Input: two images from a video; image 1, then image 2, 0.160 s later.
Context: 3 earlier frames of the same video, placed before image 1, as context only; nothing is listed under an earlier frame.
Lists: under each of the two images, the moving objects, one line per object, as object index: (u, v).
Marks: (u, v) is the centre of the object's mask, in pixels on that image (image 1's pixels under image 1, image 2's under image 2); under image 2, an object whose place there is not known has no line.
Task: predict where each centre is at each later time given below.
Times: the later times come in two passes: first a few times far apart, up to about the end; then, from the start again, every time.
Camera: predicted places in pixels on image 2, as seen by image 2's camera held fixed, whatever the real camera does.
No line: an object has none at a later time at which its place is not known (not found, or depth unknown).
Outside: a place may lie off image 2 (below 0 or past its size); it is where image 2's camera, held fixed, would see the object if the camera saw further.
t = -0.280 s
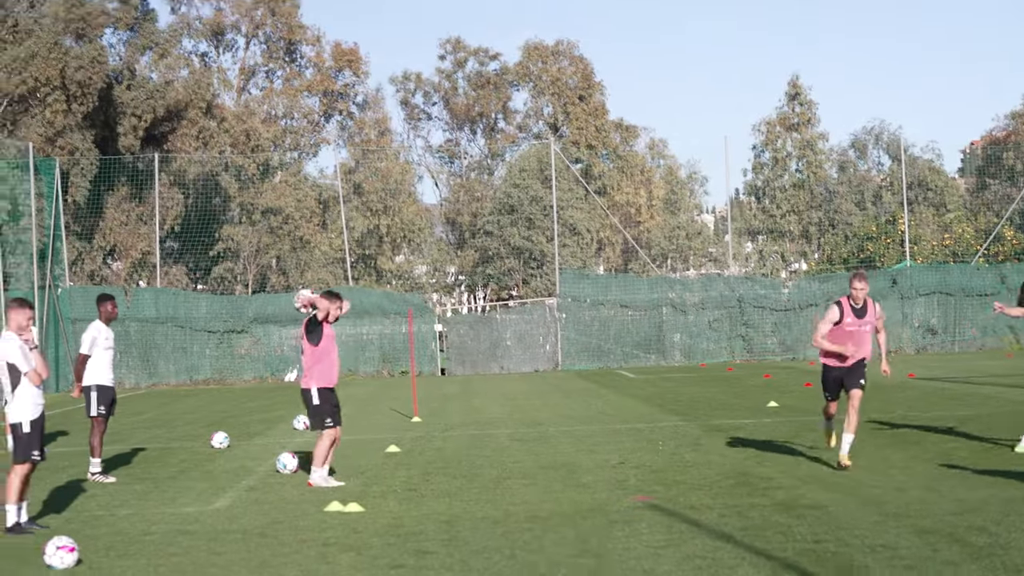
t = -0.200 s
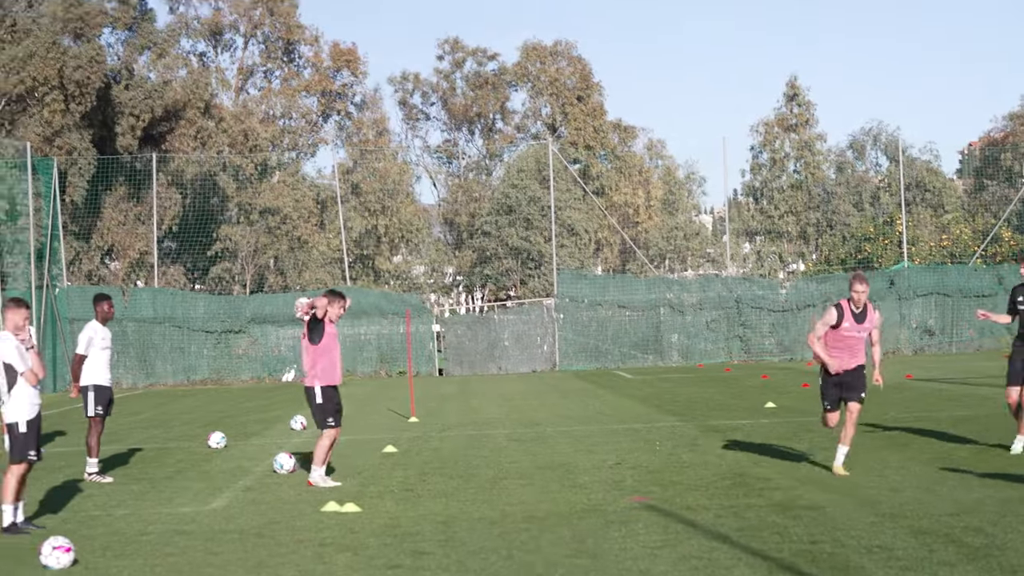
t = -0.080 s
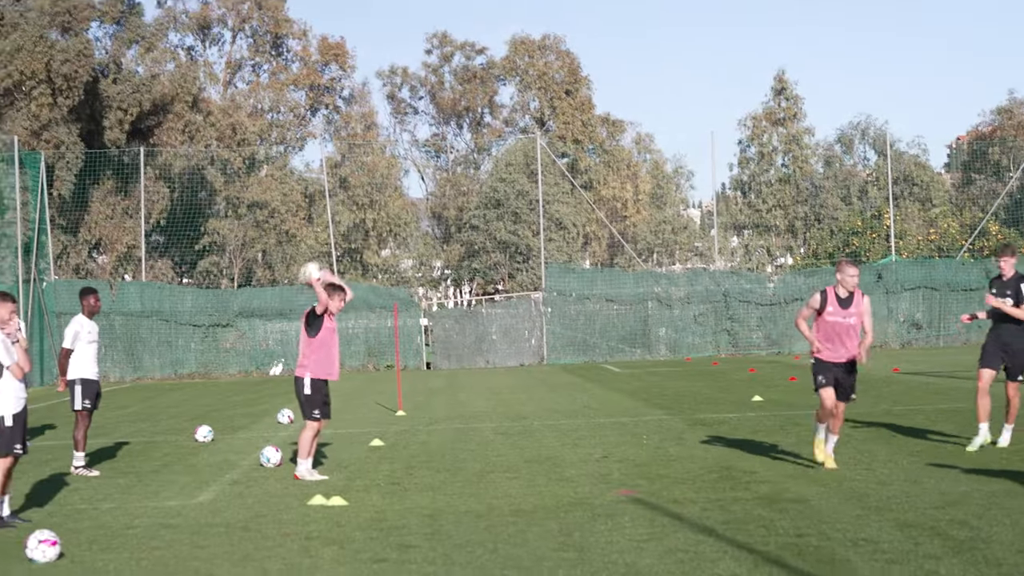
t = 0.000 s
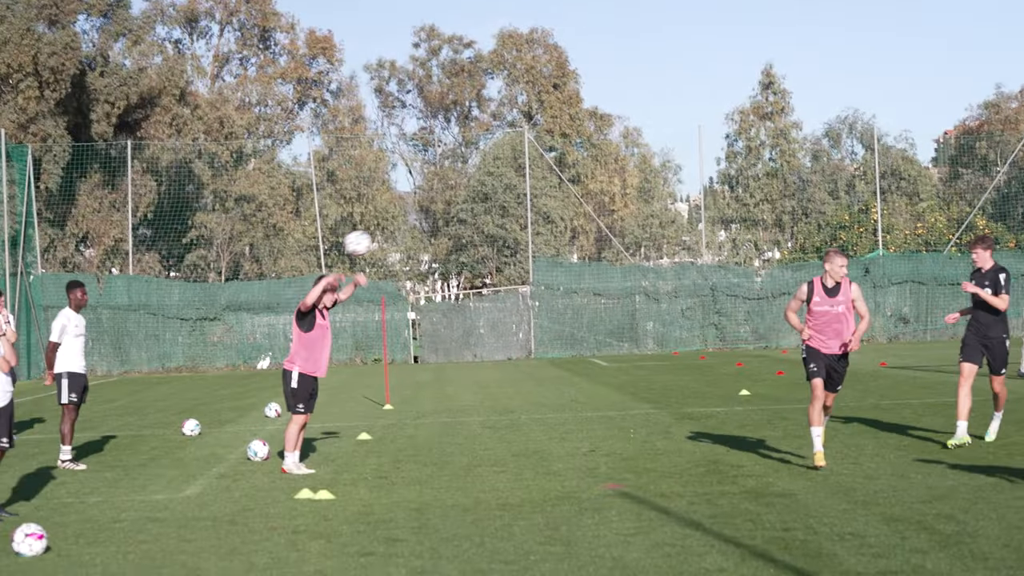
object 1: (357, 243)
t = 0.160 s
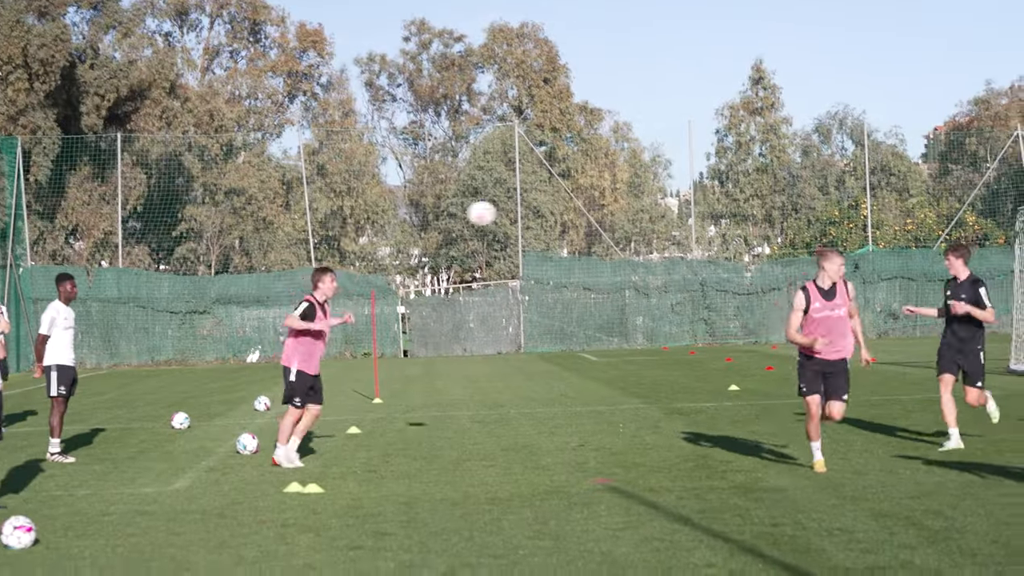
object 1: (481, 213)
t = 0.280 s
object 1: (588, 216)
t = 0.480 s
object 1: (773, 258)
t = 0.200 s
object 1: (517, 212)
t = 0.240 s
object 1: (551, 213)
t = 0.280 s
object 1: (588, 216)
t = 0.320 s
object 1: (624, 220)
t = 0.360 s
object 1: (660, 227)
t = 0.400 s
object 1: (697, 236)
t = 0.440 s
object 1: (734, 247)
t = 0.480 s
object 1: (773, 258)
